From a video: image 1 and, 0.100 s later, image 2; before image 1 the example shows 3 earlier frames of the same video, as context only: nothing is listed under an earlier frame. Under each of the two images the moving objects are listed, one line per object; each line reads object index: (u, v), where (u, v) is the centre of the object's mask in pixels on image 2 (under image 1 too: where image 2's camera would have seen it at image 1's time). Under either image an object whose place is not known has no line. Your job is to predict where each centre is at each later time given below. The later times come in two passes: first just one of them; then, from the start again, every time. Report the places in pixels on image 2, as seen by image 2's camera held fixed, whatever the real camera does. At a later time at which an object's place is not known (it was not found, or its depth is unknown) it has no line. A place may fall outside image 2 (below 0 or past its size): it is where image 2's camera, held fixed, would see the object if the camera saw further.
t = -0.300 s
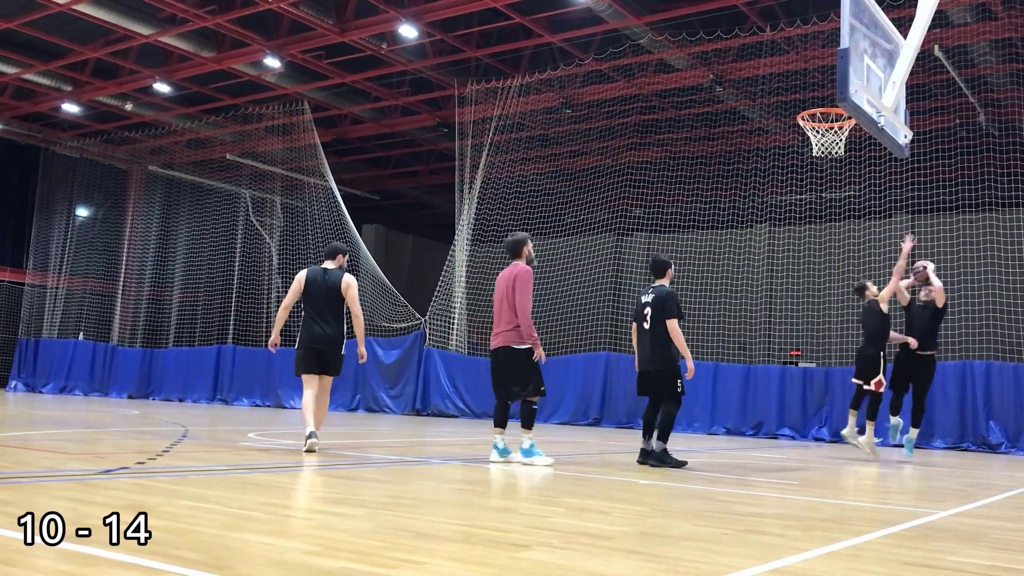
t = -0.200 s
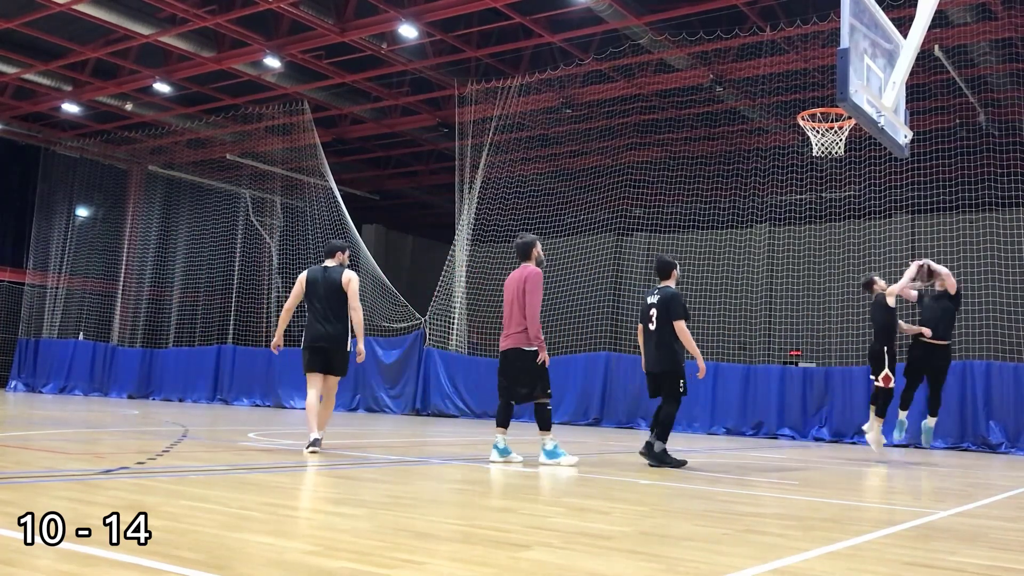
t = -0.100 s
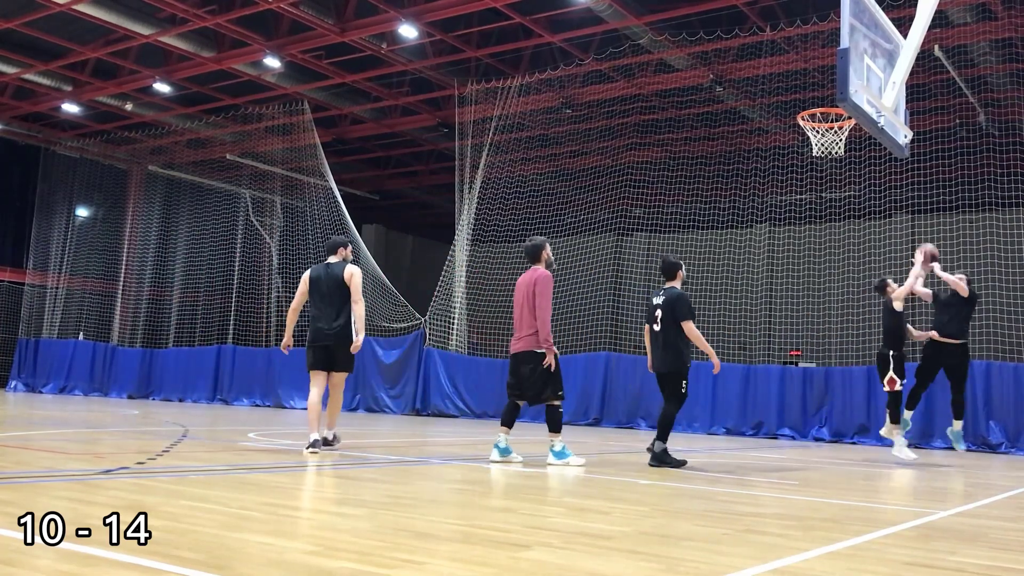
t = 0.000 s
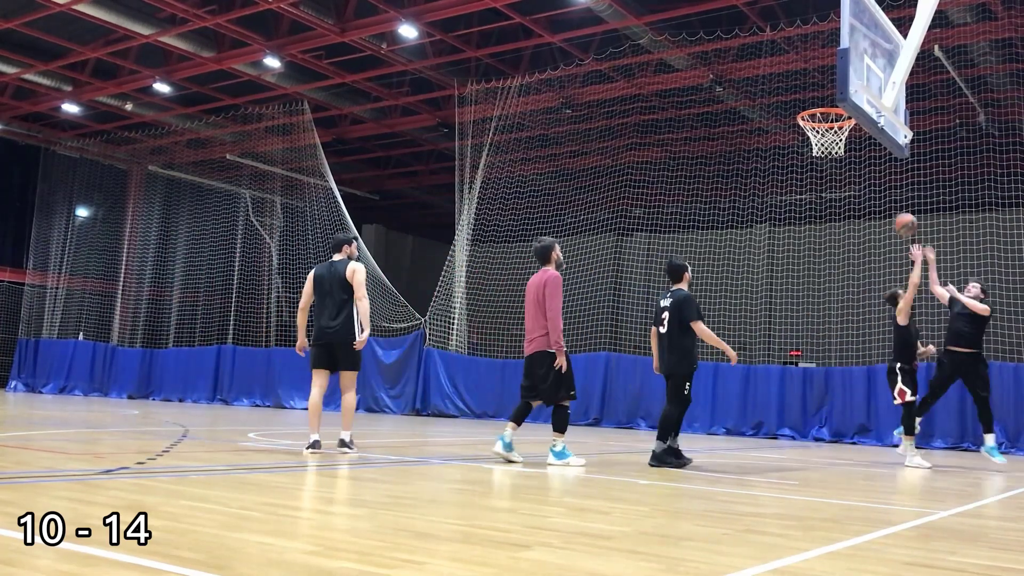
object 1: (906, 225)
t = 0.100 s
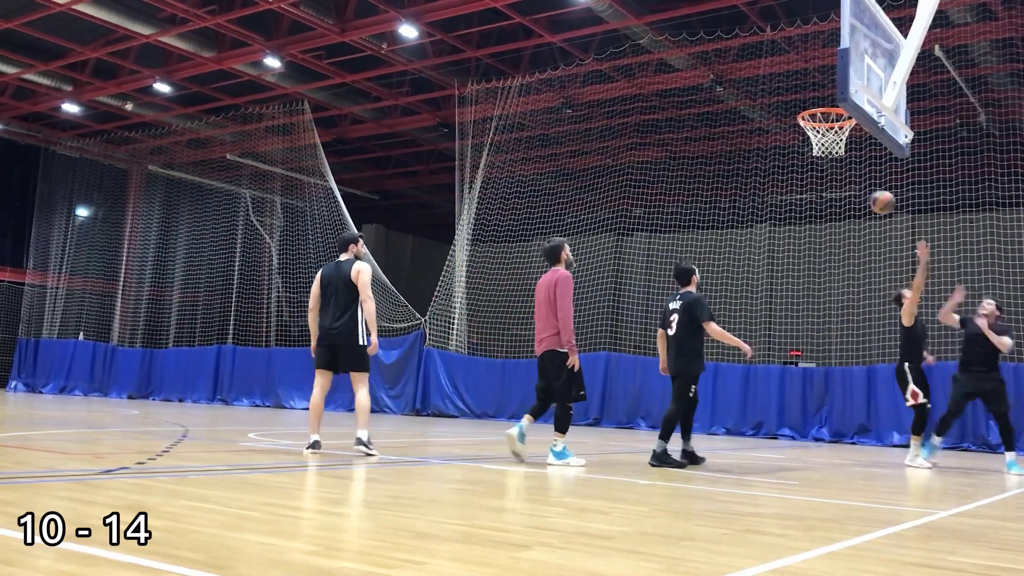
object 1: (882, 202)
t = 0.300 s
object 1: (830, 184)
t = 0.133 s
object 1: (874, 197)
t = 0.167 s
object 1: (865, 192)
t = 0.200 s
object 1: (857, 189)
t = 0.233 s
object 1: (848, 186)
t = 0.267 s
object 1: (839, 185)
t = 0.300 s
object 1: (830, 184)
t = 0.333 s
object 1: (820, 185)
